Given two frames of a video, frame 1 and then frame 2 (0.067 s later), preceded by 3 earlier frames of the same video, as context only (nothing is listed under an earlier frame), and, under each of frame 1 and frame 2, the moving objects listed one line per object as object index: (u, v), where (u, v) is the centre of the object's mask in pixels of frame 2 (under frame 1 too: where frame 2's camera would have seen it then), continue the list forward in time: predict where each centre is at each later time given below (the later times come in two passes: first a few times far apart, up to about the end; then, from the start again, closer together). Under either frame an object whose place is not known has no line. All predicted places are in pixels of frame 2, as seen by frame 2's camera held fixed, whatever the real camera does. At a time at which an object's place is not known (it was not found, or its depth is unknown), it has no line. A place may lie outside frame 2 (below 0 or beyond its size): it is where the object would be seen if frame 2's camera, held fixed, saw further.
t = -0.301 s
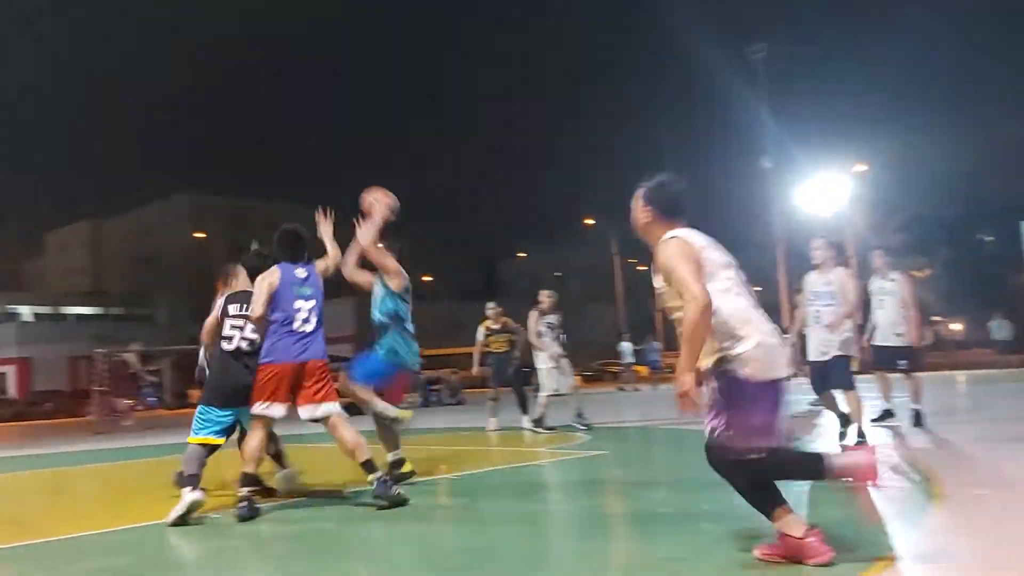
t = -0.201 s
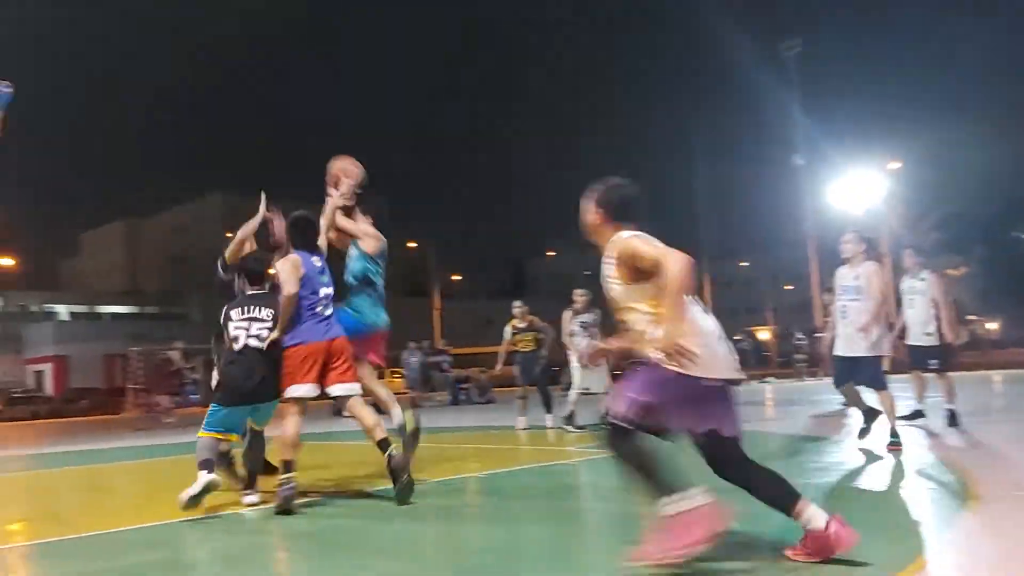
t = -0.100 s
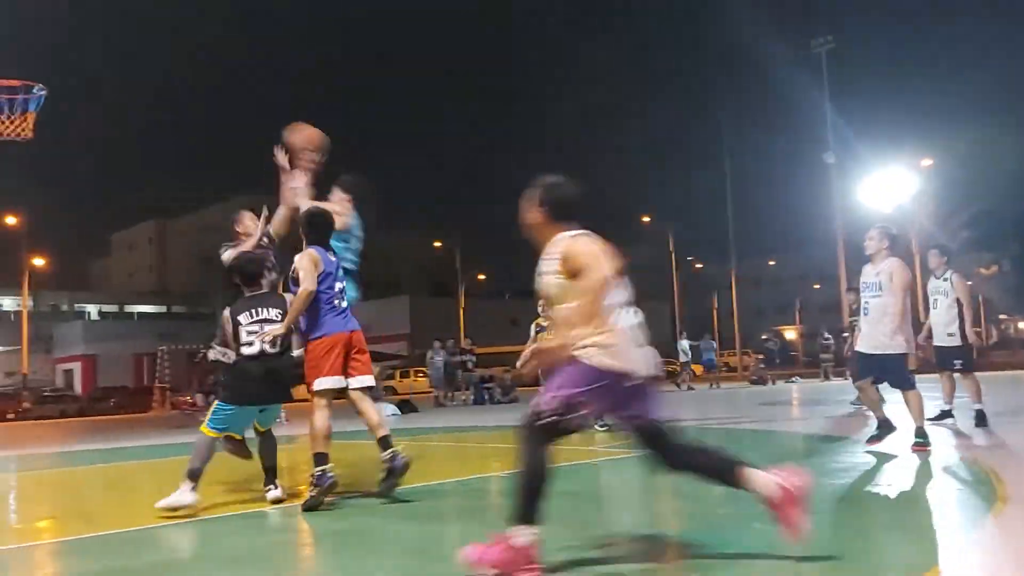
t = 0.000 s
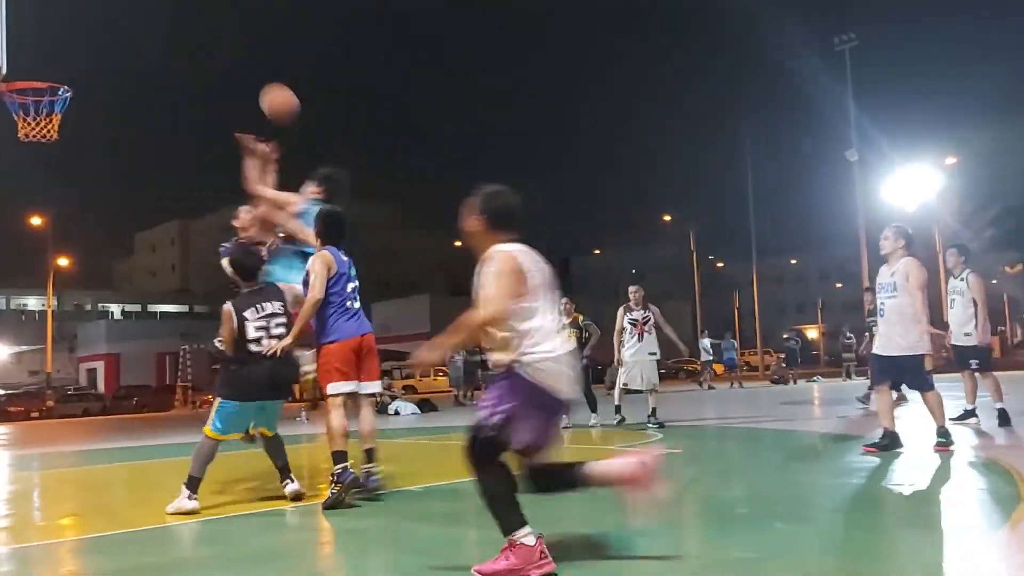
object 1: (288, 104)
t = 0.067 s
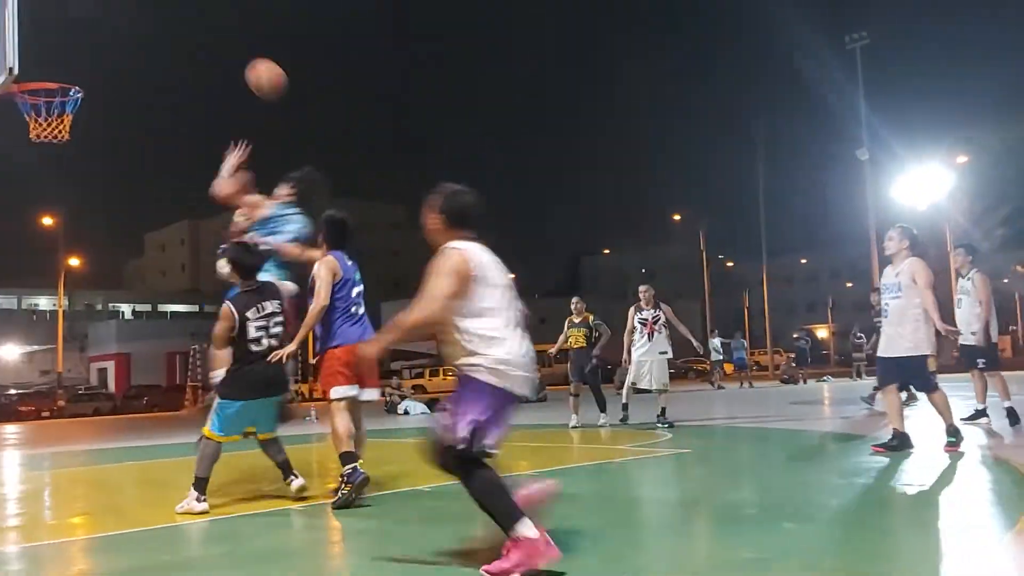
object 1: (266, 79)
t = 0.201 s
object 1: (217, 45)
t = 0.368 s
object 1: (147, 38)
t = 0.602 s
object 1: (35, 110)
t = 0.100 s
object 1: (254, 68)
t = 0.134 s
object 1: (242, 60)
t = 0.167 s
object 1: (230, 52)
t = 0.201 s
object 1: (217, 45)
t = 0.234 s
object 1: (203, 40)
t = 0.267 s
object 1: (189, 37)
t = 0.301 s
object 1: (176, 36)
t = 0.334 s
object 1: (162, 36)
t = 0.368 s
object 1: (147, 38)
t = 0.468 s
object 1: (102, 57)
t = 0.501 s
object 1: (86, 66)
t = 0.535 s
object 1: (70, 78)
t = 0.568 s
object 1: (53, 92)
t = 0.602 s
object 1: (35, 110)
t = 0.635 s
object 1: (17, 130)
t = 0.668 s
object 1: (0, 153)
